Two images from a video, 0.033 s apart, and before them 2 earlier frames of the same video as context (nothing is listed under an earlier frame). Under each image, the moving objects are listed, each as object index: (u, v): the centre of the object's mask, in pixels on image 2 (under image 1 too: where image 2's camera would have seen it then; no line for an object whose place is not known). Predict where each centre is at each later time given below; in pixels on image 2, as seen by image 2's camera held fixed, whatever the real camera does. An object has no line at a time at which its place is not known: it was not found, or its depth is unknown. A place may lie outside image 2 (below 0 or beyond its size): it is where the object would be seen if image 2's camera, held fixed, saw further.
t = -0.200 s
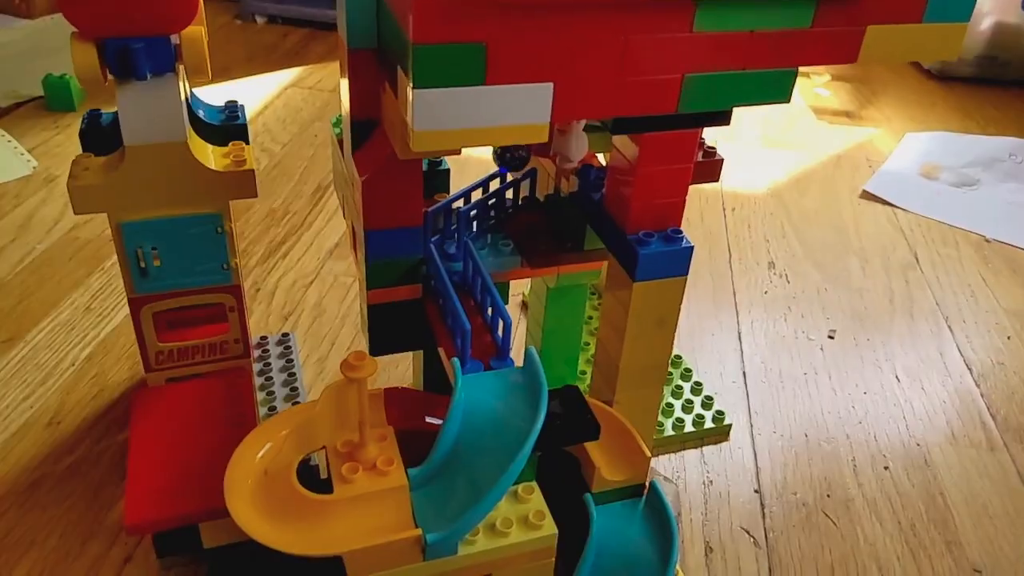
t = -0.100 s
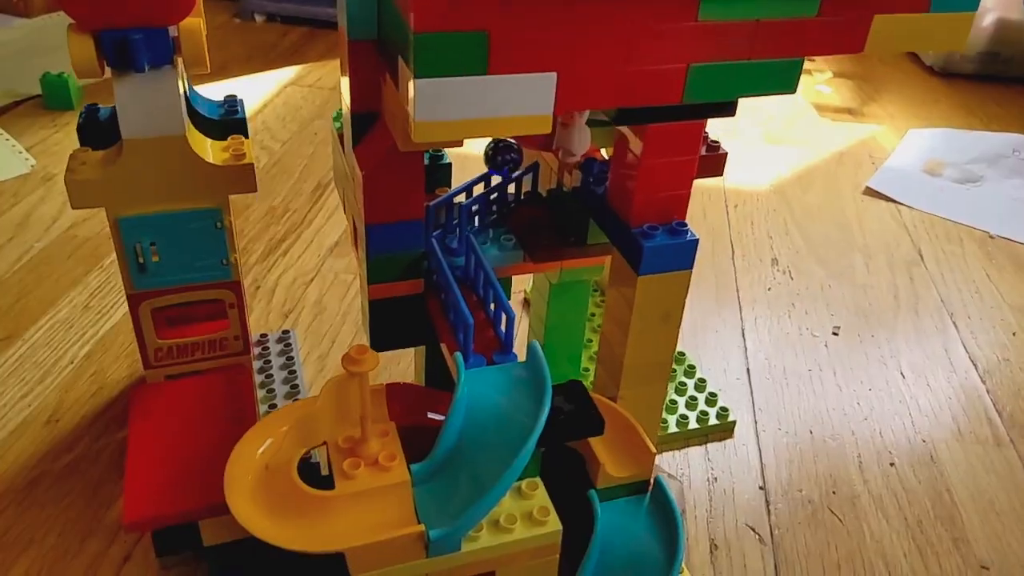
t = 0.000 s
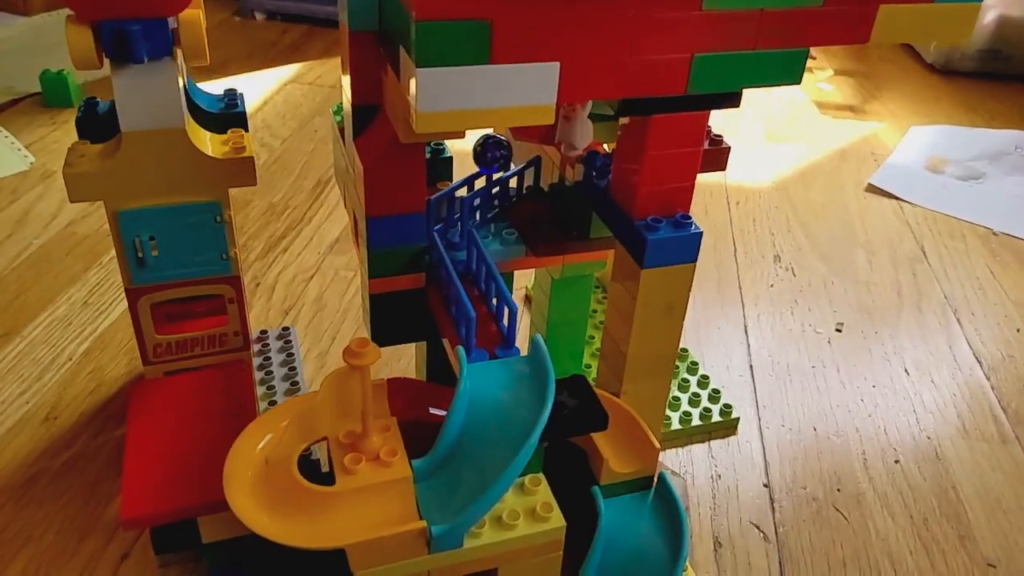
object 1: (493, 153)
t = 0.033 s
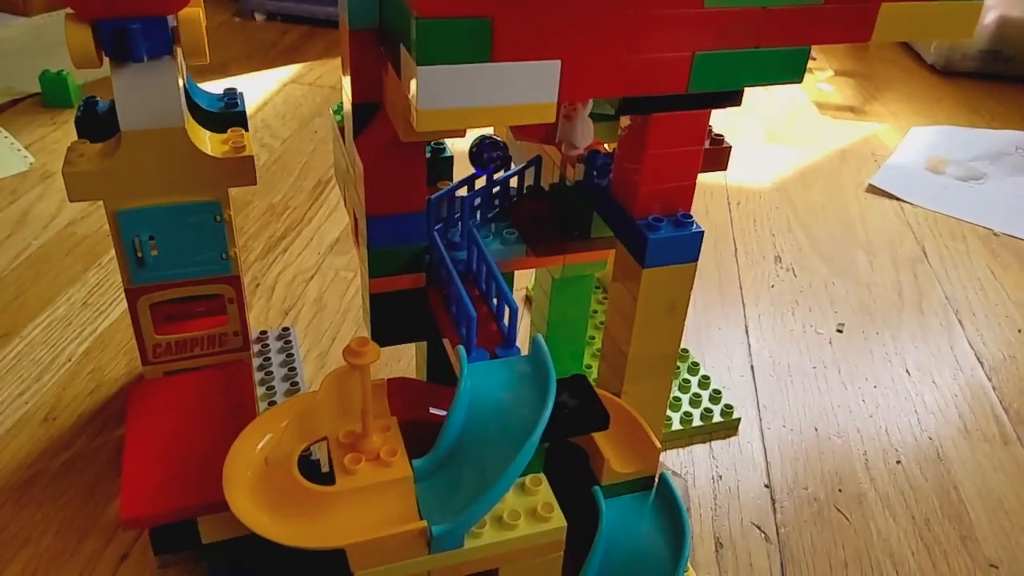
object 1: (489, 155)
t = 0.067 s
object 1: (484, 156)
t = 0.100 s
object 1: (480, 158)
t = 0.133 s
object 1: (476, 158)
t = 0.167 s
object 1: (472, 159)
